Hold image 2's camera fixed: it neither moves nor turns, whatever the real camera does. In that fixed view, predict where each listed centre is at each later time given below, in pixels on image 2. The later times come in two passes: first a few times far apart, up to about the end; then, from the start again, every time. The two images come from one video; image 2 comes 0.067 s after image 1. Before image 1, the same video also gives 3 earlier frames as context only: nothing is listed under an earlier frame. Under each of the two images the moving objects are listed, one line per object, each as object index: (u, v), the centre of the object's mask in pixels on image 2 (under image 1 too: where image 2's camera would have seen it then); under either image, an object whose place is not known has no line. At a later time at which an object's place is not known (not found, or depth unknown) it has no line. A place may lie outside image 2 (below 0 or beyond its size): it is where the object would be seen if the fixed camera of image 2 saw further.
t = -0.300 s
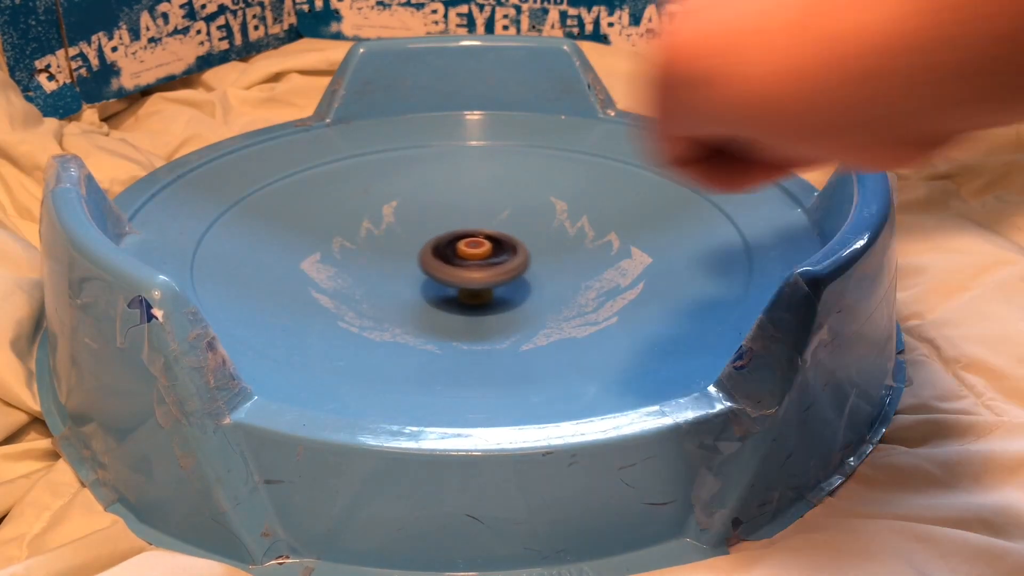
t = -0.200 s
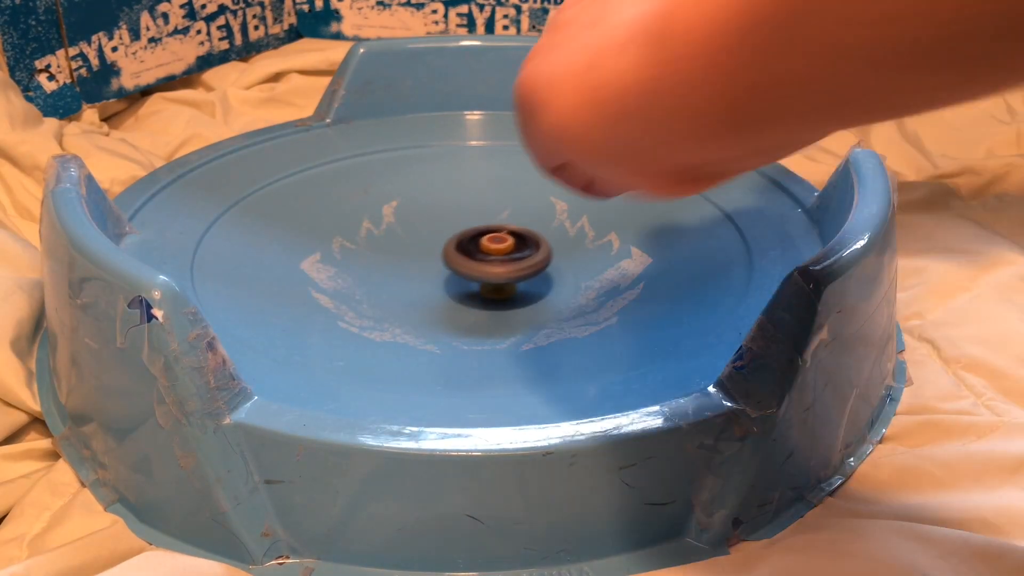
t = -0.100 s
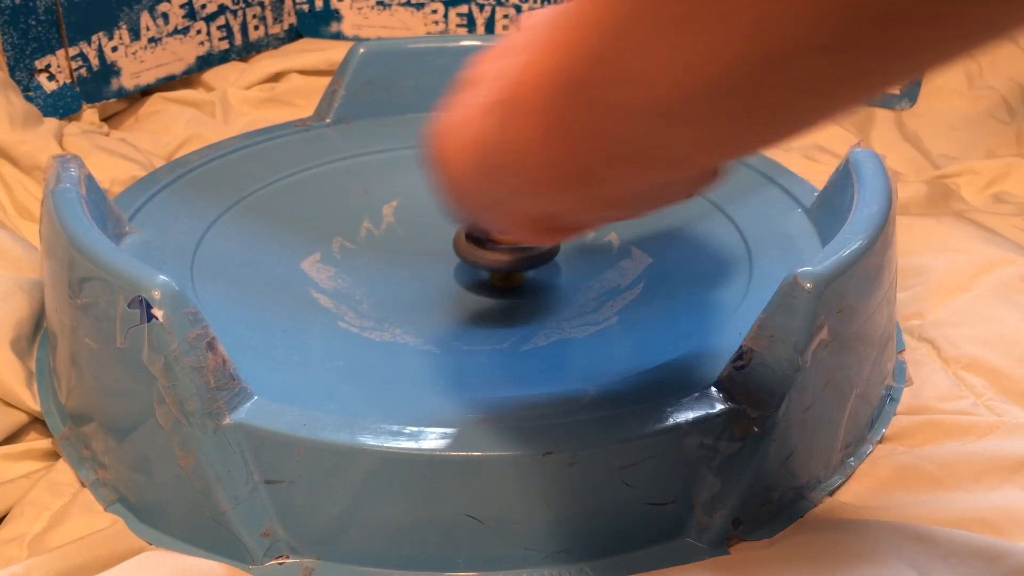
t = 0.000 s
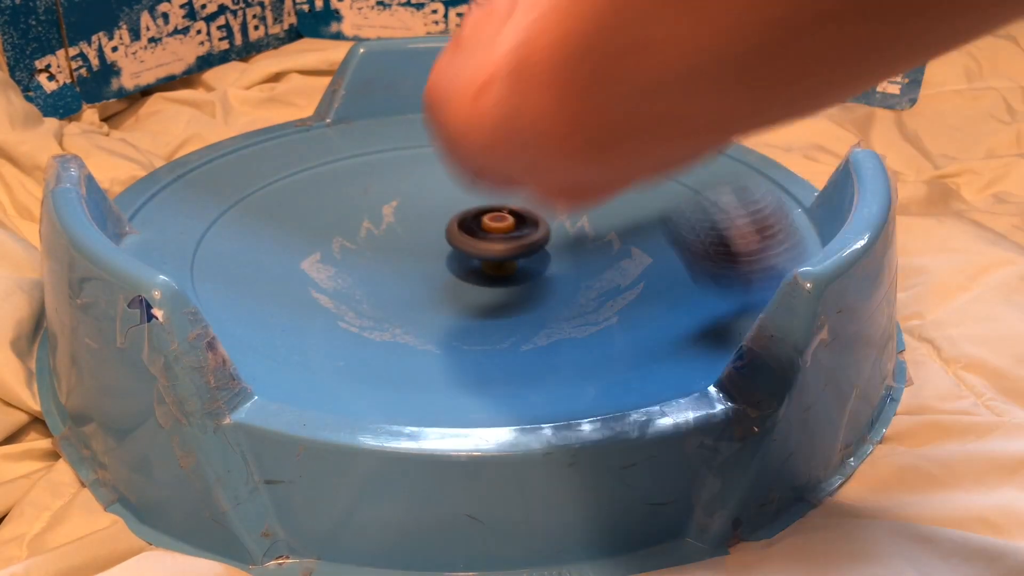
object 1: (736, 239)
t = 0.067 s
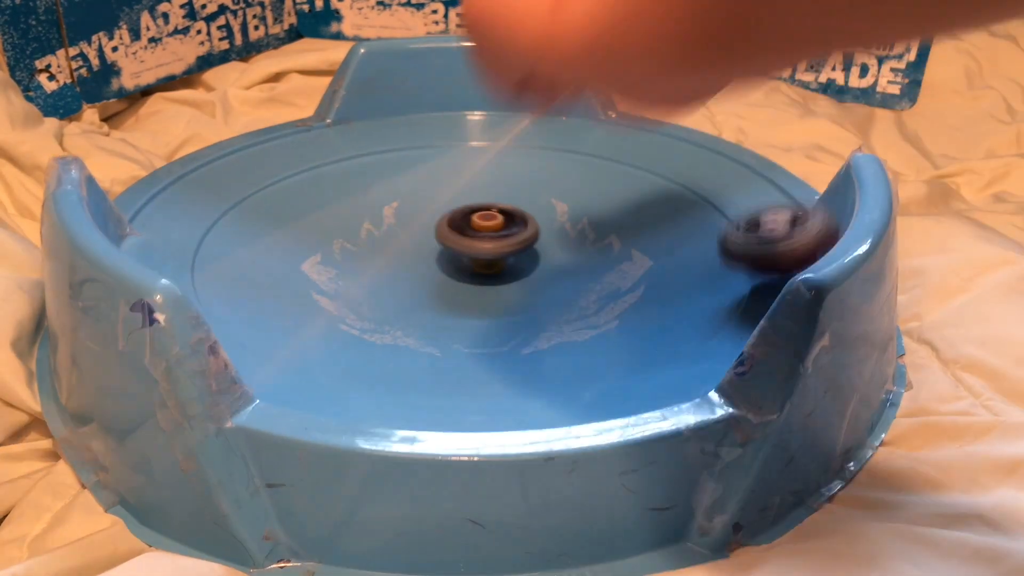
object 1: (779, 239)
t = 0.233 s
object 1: (760, 188)
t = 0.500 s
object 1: (709, 138)
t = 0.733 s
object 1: (688, 121)
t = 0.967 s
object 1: (679, 119)
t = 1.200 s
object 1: (642, 182)
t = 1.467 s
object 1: (617, 250)
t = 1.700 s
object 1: (370, 242)
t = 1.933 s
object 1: (304, 130)
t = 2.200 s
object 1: (457, 149)
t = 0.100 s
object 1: (779, 226)
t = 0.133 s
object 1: (777, 222)
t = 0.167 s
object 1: (773, 210)
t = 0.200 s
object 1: (767, 198)
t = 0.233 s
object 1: (760, 188)
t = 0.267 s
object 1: (753, 179)
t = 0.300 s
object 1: (746, 172)
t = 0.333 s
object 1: (739, 165)
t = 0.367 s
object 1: (732, 158)
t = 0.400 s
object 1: (726, 152)
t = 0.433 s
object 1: (720, 147)
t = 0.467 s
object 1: (715, 142)
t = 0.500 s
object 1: (709, 138)
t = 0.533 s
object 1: (705, 134)
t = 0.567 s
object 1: (701, 131)
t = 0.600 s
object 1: (698, 128)
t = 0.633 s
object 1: (695, 126)
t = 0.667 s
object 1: (692, 124)
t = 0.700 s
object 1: (690, 122)
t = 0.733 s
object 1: (688, 121)
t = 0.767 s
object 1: (686, 120)
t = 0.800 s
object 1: (685, 119)
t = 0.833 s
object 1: (683, 118)
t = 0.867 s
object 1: (682, 118)
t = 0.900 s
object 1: (681, 118)
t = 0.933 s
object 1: (680, 118)
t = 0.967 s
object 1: (679, 119)
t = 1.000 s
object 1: (678, 120)
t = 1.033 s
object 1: (677, 123)
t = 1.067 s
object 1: (675, 128)
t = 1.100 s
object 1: (673, 135)
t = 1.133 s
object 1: (667, 145)
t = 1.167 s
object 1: (656, 164)
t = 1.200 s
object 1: (642, 182)
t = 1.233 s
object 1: (620, 205)
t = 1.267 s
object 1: (589, 227)
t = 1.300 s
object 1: (559, 245)
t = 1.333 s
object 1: (583, 245)
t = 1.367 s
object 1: (604, 244)
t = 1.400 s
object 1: (617, 244)
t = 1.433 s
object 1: (623, 247)
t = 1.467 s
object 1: (617, 250)
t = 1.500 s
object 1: (601, 256)
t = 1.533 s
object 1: (575, 263)
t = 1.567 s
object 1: (540, 268)
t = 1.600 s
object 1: (499, 269)
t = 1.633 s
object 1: (456, 266)
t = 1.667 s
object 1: (416, 251)
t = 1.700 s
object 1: (370, 242)
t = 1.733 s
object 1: (337, 227)
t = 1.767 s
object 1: (311, 209)
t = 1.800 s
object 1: (292, 188)
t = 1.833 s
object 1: (281, 170)
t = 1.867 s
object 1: (278, 150)
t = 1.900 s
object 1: (291, 136)
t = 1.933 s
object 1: (304, 130)
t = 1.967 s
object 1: (320, 120)
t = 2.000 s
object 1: (335, 111)
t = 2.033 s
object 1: (351, 113)
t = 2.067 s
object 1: (368, 122)
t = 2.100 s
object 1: (386, 129)
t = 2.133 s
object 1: (408, 137)
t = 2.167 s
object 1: (430, 142)
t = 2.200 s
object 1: (457, 149)
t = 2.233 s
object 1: (487, 159)
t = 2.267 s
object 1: (513, 144)
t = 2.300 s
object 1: (530, 91)
